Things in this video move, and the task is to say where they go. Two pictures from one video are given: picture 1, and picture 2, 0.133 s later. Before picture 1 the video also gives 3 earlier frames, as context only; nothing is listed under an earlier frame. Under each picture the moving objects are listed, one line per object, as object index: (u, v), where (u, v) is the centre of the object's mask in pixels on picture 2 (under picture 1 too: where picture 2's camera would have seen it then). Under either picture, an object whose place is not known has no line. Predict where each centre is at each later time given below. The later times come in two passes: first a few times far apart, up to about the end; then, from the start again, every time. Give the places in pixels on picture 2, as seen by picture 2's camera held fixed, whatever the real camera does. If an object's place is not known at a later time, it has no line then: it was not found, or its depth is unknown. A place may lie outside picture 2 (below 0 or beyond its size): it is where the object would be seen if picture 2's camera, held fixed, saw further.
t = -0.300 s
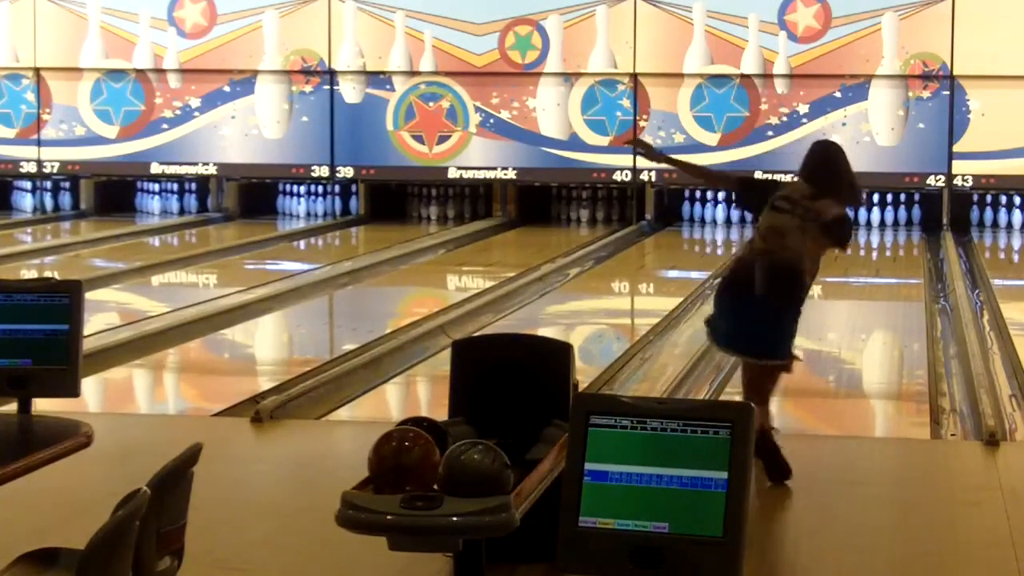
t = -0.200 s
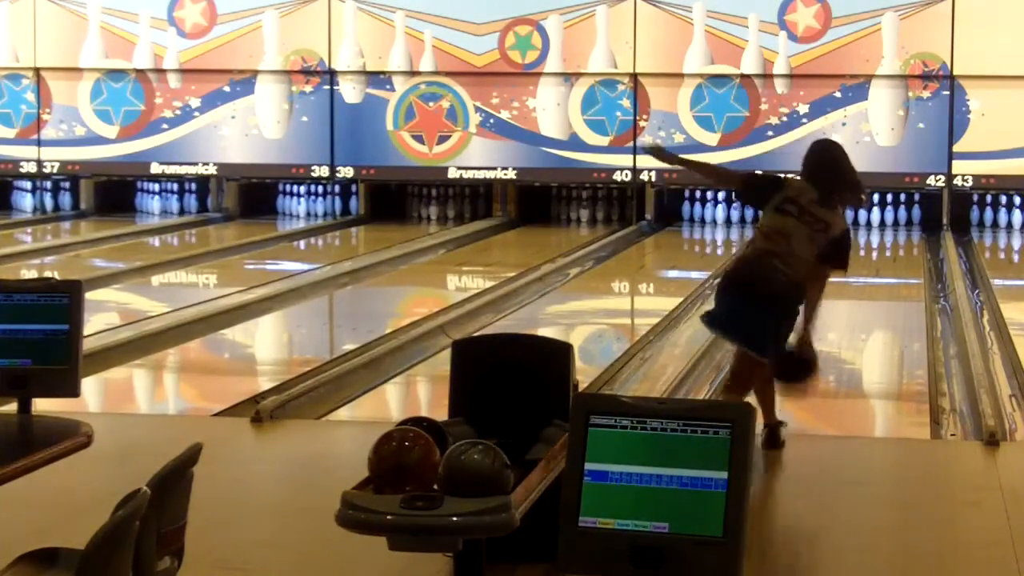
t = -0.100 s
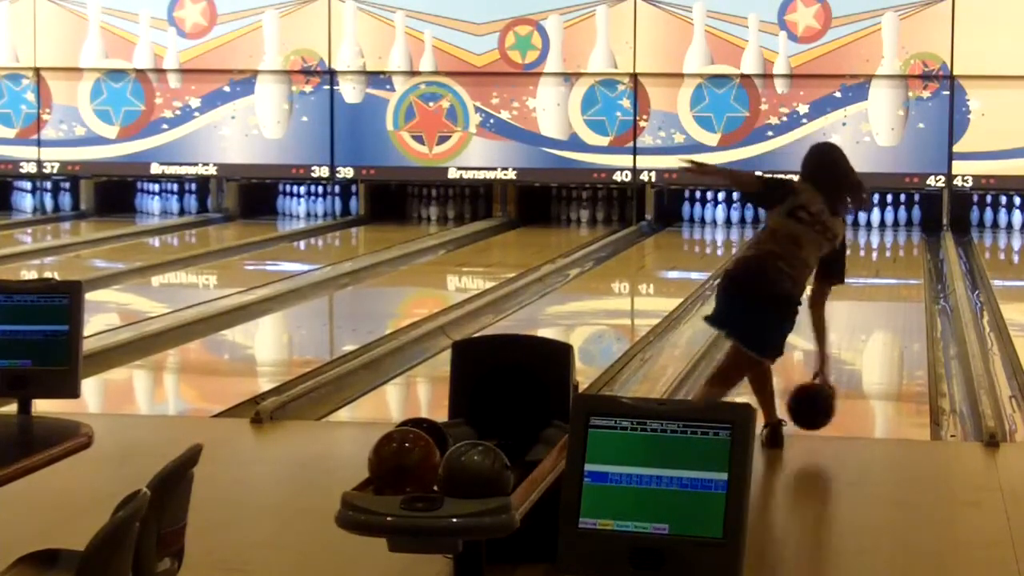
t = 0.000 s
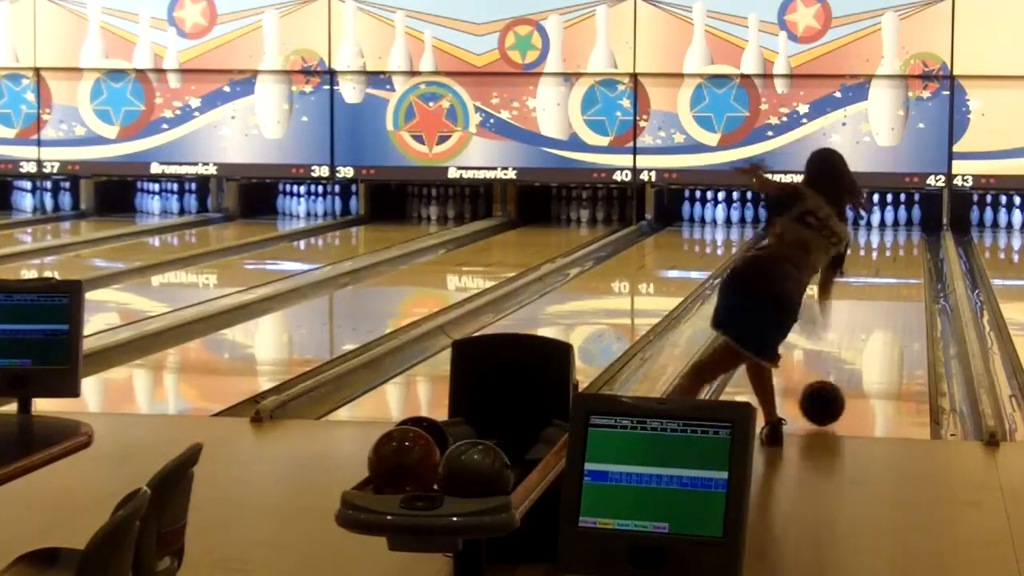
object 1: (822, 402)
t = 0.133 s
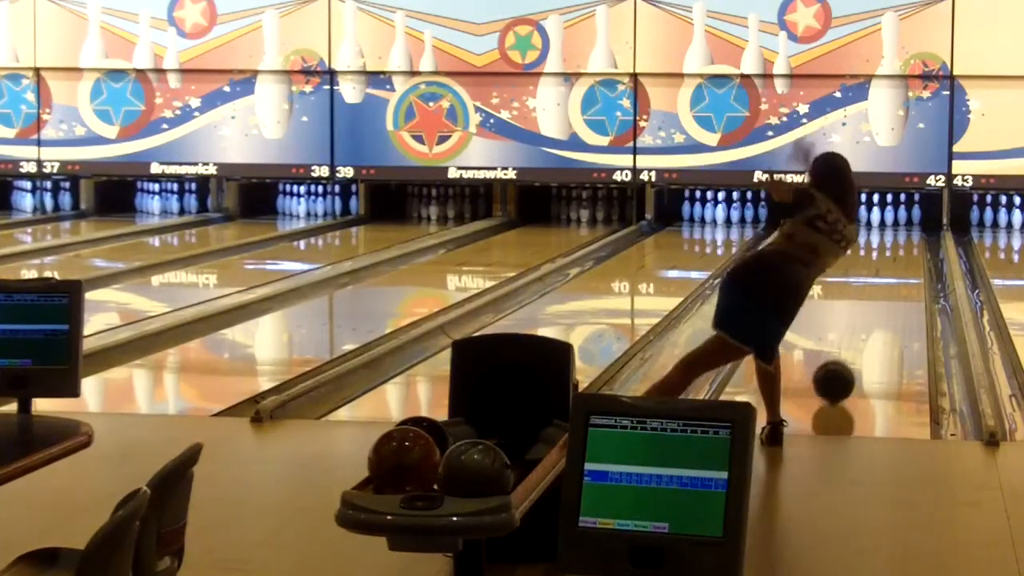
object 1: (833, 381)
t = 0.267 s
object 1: (843, 362)
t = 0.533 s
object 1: (859, 329)
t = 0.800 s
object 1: (871, 304)
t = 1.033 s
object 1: (878, 287)
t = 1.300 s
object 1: (885, 270)
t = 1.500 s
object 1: (888, 259)
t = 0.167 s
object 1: (836, 376)
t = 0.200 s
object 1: (839, 371)
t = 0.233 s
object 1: (841, 366)
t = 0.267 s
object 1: (843, 362)
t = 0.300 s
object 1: (846, 357)
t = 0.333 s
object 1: (848, 353)
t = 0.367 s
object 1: (850, 348)
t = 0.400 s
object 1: (852, 344)
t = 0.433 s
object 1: (854, 340)
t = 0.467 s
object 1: (856, 336)
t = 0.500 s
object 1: (857, 333)
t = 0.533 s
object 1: (859, 329)
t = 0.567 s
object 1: (861, 325)
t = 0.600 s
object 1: (862, 322)
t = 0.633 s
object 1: (864, 319)
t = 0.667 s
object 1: (865, 316)
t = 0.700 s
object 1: (867, 313)
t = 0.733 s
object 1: (868, 310)
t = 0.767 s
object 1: (869, 307)
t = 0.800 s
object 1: (871, 304)
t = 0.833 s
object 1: (872, 302)
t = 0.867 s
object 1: (873, 299)
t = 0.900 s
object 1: (874, 297)
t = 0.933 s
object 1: (875, 294)
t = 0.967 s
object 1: (876, 292)
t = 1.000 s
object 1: (877, 289)
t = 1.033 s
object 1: (878, 287)
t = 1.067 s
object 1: (879, 285)
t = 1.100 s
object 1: (880, 282)
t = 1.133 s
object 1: (881, 280)
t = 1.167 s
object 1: (882, 278)
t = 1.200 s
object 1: (883, 276)
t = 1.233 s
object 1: (883, 273)
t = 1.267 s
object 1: (884, 271)
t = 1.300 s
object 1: (885, 270)
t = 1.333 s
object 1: (885, 268)
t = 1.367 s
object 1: (886, 266)
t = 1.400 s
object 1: (887, 264)
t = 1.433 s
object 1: (887, 262)
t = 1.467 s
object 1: (888, 261)
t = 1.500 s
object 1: (888, 259)
